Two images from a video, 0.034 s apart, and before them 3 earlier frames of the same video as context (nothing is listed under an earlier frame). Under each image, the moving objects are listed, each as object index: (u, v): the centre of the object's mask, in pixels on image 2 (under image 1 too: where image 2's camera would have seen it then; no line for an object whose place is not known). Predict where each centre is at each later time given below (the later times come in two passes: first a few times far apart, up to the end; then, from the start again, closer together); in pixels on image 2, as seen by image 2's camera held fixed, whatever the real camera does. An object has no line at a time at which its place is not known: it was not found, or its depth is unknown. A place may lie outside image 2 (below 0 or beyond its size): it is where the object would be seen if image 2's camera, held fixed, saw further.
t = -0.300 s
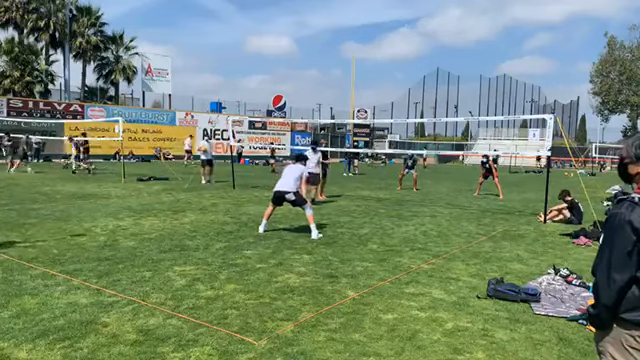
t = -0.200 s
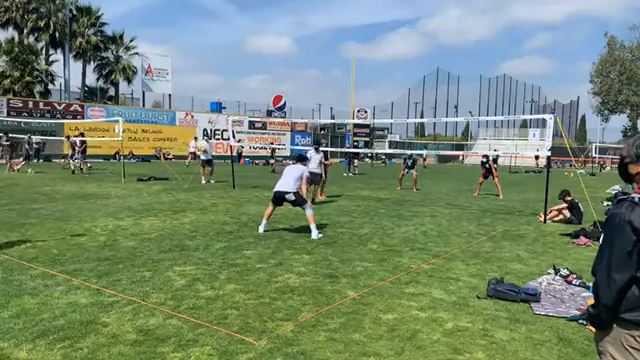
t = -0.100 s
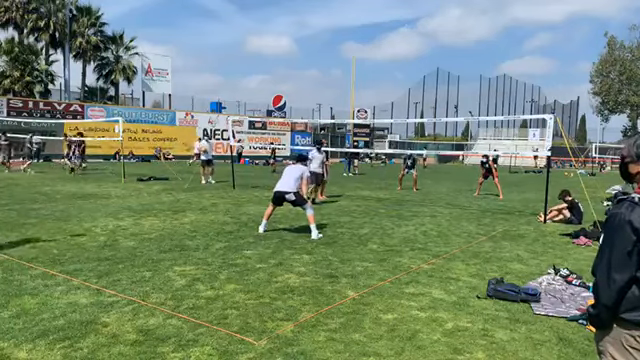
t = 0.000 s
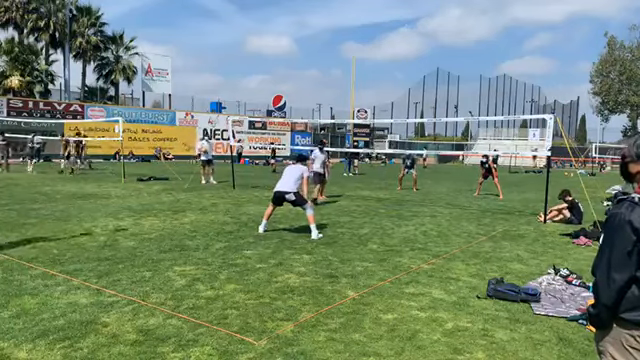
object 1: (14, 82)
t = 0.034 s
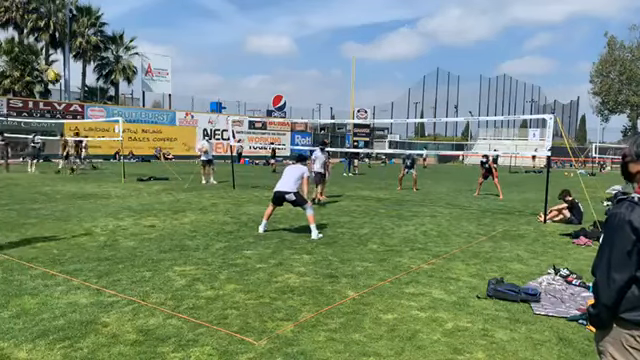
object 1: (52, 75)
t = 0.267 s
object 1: (229, 51)
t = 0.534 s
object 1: (341, 58)
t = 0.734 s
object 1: (395, 78)
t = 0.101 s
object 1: (115, 64)
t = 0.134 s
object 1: (141, 61)
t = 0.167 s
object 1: (167, 58)
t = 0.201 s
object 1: (189, 55)
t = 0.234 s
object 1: (210, 53)
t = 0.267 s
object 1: (229, 51)
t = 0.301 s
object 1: (247, 51)
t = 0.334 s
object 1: (264, 51)
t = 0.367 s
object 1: (279, 51)
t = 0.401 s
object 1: (293, 52)
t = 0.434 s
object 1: (307, 52)
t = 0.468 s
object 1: (318, 53)
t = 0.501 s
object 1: (330, 56)
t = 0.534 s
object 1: (341, 58)
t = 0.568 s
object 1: (351, 62)
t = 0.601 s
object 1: (360, 63)
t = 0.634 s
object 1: (371, 68)
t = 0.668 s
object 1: (379, 71)
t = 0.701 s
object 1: (387, 74)
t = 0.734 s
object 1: (395, 78)
